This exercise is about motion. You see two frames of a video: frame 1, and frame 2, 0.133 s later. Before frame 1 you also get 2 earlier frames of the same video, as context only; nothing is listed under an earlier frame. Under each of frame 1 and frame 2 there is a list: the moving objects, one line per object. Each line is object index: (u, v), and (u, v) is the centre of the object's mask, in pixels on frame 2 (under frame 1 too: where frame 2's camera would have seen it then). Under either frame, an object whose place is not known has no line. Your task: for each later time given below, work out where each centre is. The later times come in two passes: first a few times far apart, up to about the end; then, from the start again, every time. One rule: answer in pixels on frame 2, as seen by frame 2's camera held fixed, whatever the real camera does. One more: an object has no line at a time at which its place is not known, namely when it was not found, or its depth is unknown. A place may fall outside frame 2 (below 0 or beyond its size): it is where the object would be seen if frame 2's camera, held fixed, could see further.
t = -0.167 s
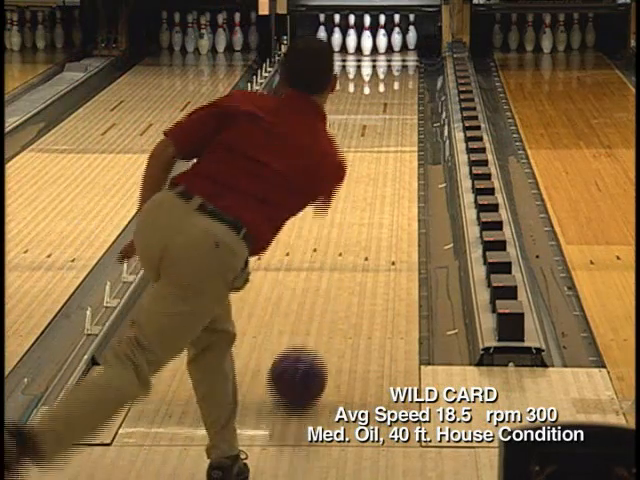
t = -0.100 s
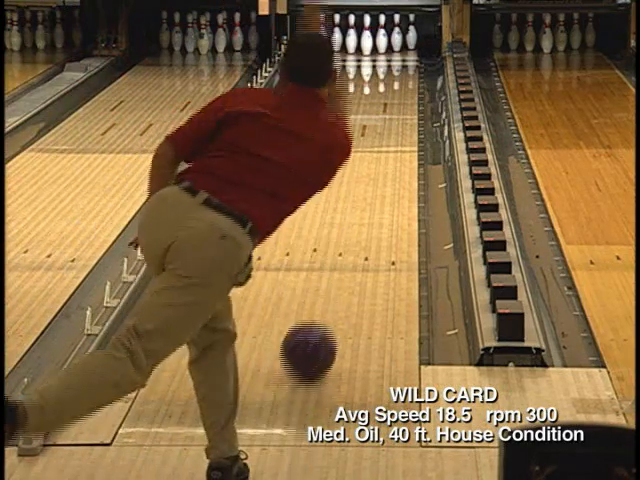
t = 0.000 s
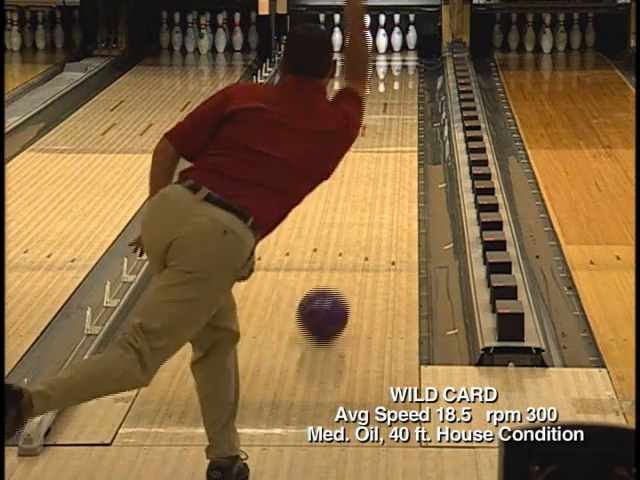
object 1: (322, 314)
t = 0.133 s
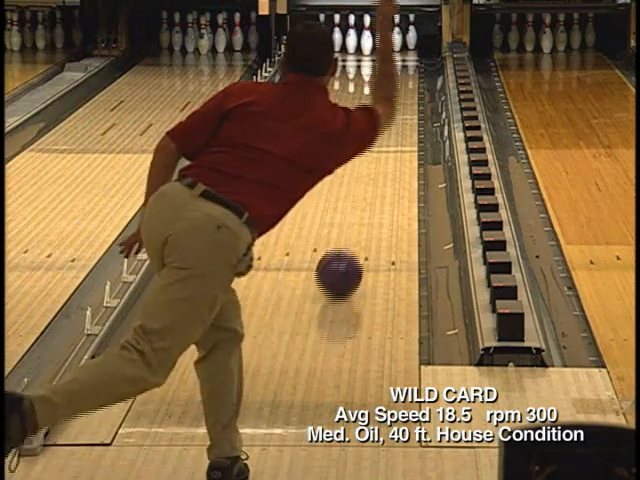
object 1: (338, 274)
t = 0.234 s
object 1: (349, 247)
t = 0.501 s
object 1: (375, 190)
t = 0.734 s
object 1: (383, 152)
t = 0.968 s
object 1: (391, 123)
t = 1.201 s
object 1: (395, 99)
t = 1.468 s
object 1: (395, 77)
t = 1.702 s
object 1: (388, 62)
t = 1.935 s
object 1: (377, 50)
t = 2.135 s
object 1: (370, 42)
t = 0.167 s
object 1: (342, 264)
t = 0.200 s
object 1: (345, 255)
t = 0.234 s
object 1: (349, 247)
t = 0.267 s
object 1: (352, 239)
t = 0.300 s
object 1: (354, 232)
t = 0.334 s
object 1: (357, 224)
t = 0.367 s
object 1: (360, 217)
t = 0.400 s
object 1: (362, 211)
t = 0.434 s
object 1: (361, 210)
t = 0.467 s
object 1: (376, 192)
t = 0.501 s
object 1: (375, 190)
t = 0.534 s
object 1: (373, 185)
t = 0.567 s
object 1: (374, 179)
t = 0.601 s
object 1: (375, 173)
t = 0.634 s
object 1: (377, 168)
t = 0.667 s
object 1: (379, 162)
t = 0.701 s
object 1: (381, 157)
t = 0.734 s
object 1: (383, 152)
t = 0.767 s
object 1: (384, 148)
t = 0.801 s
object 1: (385, 143)
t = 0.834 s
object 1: (387, 139)
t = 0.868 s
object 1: (388, 135)
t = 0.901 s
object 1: (389, 131)
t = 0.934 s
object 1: (390, 127)
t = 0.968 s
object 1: (391, 123)
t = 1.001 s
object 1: (392, 119)
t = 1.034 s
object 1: (393, 116)
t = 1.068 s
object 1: (393, 112)
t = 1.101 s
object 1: (394, 109)
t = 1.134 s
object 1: (394, 106)
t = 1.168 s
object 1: (395, 102)
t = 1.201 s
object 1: (395, 99)
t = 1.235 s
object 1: (395, 96)
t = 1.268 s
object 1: (396, 93)
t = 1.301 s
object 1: (396, 91)
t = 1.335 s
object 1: (396, 87)
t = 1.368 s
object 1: (395, 85)
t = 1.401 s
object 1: (395, 82)
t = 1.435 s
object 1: (395, 79)
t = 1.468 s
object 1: (395, 77)
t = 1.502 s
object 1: (394, 74)
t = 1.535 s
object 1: (394, 72)
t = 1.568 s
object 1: (392, 70)
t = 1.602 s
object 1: (391, 68)
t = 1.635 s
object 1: (390, 67)
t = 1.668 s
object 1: (389, 64)
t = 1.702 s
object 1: (388, 62)
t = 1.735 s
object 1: (387, 60)
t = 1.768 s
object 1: (385, 58)
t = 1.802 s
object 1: (384, 56)
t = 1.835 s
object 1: (383, 54)
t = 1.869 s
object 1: (381, 53)
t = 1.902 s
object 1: (378, 51)
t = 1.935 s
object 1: (377, 50)
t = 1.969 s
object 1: (375, 48)
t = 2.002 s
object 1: (373, 46)
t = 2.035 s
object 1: (373, 44)
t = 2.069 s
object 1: (373, 43)
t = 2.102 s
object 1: (371, 42)
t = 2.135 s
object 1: (370, 42)
